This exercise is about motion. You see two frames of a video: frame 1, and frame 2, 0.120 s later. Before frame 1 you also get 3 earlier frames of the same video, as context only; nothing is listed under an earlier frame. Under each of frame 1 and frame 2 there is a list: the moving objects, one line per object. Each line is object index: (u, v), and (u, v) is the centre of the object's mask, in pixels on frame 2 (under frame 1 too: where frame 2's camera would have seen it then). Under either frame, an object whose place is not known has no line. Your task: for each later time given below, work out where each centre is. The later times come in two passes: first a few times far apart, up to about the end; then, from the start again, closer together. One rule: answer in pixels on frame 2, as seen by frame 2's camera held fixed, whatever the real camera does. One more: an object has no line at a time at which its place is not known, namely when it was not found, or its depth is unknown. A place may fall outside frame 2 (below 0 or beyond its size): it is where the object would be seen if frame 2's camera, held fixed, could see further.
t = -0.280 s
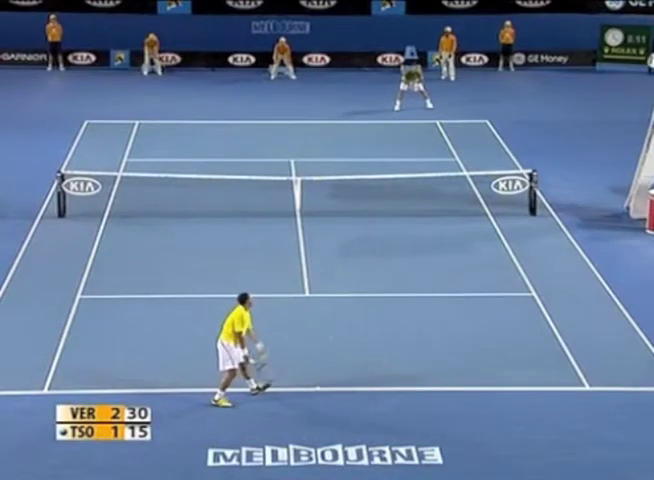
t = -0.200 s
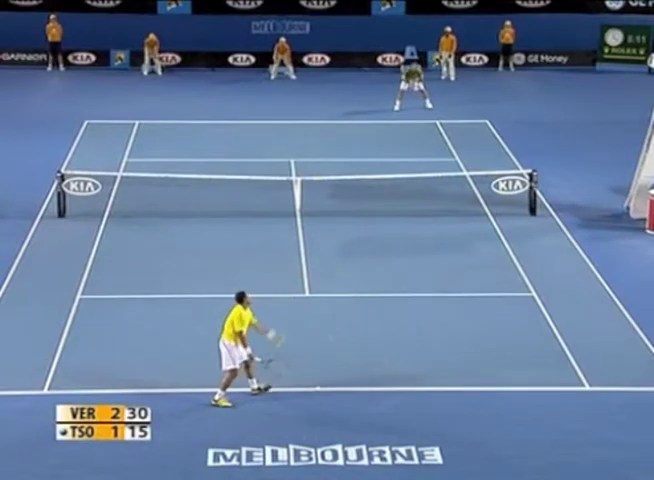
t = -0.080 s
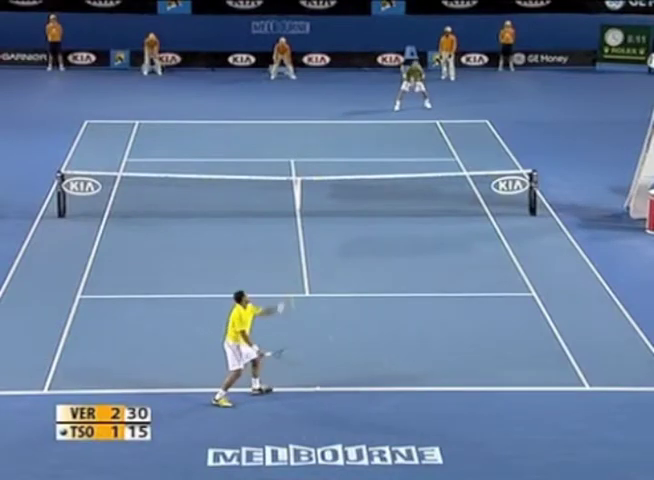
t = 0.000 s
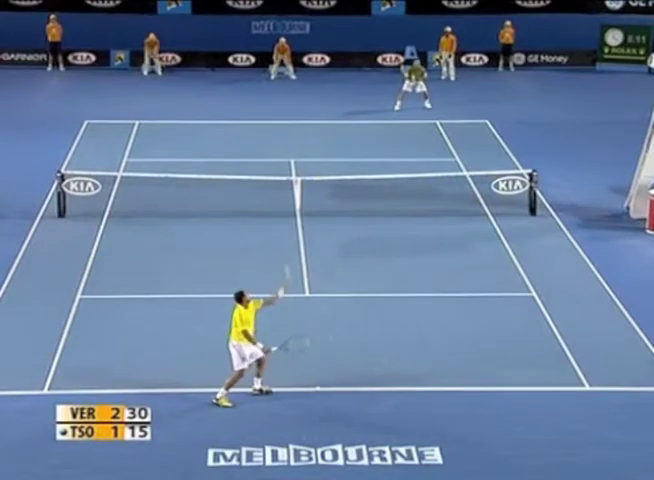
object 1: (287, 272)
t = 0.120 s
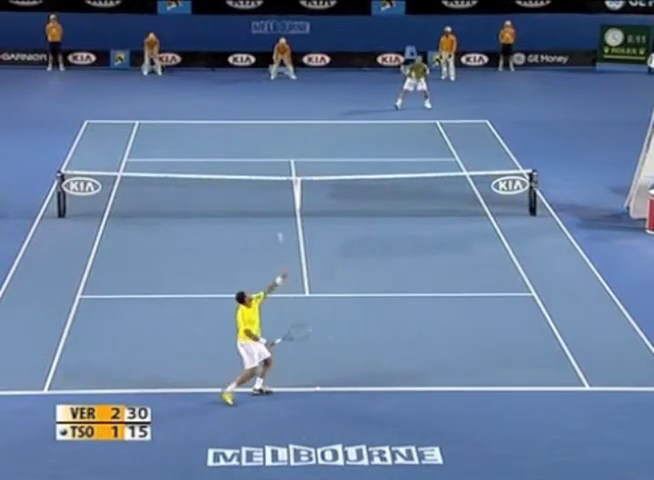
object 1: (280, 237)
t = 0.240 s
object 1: (272, 210)
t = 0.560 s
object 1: (254, 185)
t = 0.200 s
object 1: (275, 218)
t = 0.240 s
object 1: (272, 210)
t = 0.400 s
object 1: (264, 190)
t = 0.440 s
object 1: (261, 187)
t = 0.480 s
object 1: (259, 185)
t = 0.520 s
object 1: (256, 185)
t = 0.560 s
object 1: (254, 185)
